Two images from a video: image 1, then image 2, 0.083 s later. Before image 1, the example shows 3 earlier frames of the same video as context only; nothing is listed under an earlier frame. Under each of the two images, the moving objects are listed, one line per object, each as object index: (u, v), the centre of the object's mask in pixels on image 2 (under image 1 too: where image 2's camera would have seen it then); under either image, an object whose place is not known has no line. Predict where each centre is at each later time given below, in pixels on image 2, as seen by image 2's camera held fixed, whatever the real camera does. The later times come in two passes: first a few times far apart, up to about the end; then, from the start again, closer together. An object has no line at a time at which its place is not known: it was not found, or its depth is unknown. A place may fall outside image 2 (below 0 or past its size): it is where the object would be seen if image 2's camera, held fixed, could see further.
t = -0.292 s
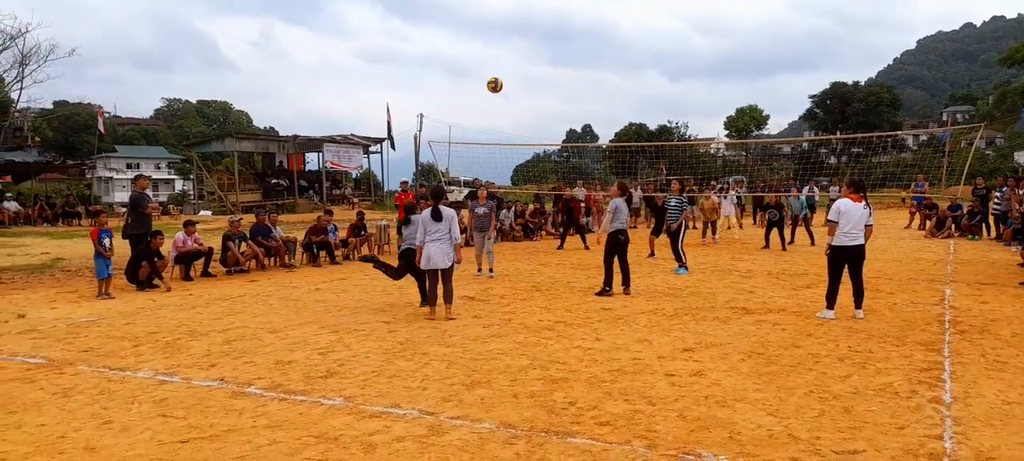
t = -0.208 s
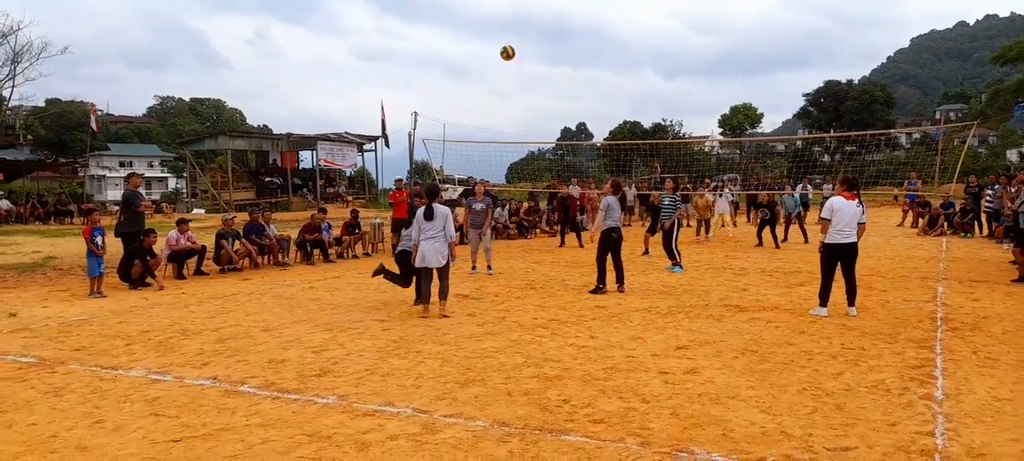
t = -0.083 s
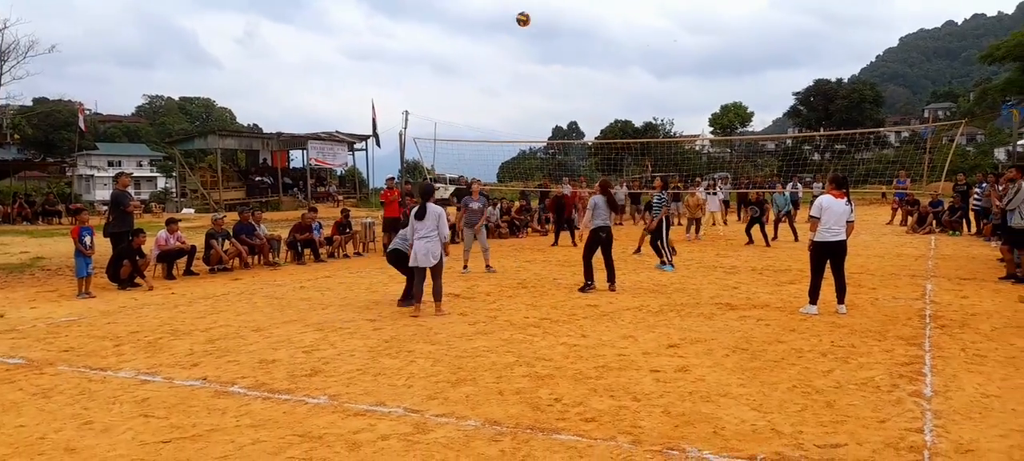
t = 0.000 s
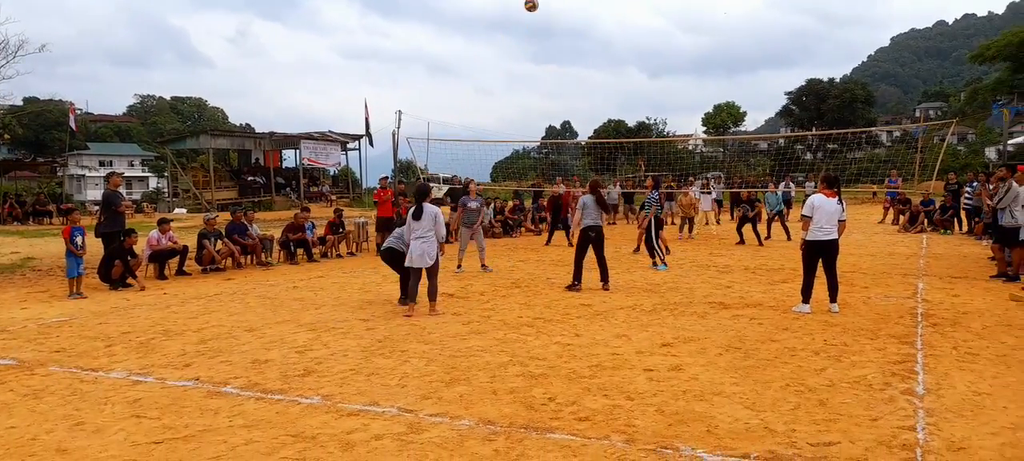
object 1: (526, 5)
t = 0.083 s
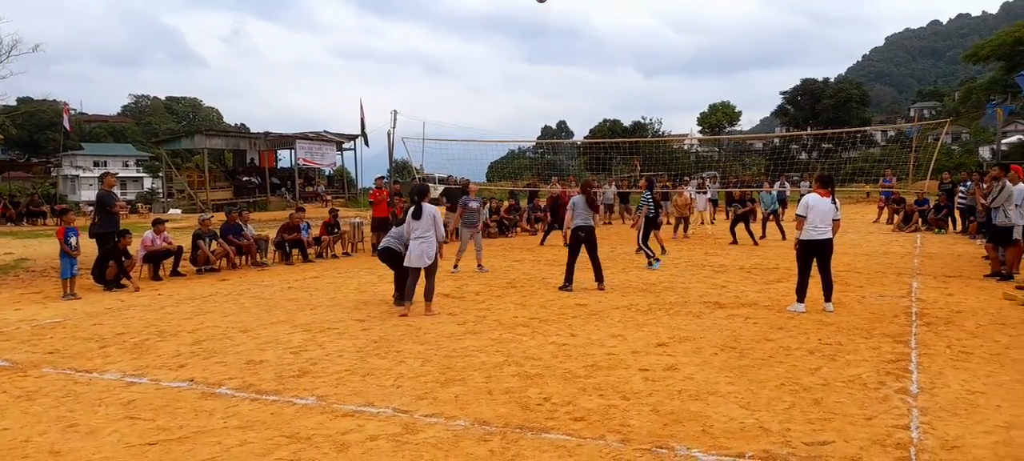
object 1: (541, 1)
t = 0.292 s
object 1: (573, 0)
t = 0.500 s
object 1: (600, 18)
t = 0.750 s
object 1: (628, 73)
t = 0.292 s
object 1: (573, 0)
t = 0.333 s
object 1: (578, 1)
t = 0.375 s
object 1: (584, 1)
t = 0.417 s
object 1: (589, 6)
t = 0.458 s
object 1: (595, 12)
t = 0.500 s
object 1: (600, 18)
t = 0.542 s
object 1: (605, 26)
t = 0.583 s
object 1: (610, 34)
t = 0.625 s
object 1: (615, 43)
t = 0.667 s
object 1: (619, 52)
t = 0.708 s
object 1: (623, 62)
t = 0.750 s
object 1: (628, 73)
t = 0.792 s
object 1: (632, 84)
